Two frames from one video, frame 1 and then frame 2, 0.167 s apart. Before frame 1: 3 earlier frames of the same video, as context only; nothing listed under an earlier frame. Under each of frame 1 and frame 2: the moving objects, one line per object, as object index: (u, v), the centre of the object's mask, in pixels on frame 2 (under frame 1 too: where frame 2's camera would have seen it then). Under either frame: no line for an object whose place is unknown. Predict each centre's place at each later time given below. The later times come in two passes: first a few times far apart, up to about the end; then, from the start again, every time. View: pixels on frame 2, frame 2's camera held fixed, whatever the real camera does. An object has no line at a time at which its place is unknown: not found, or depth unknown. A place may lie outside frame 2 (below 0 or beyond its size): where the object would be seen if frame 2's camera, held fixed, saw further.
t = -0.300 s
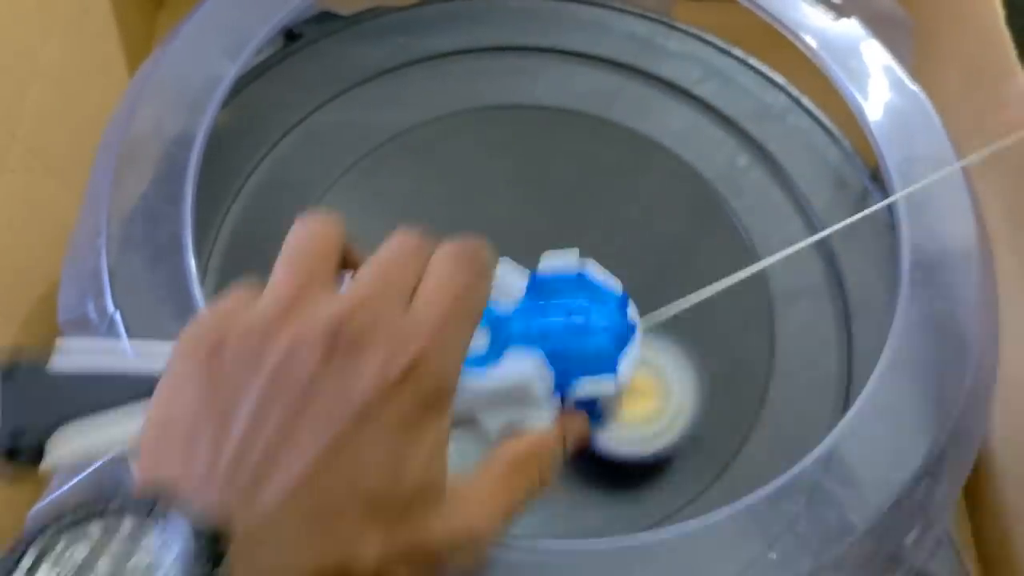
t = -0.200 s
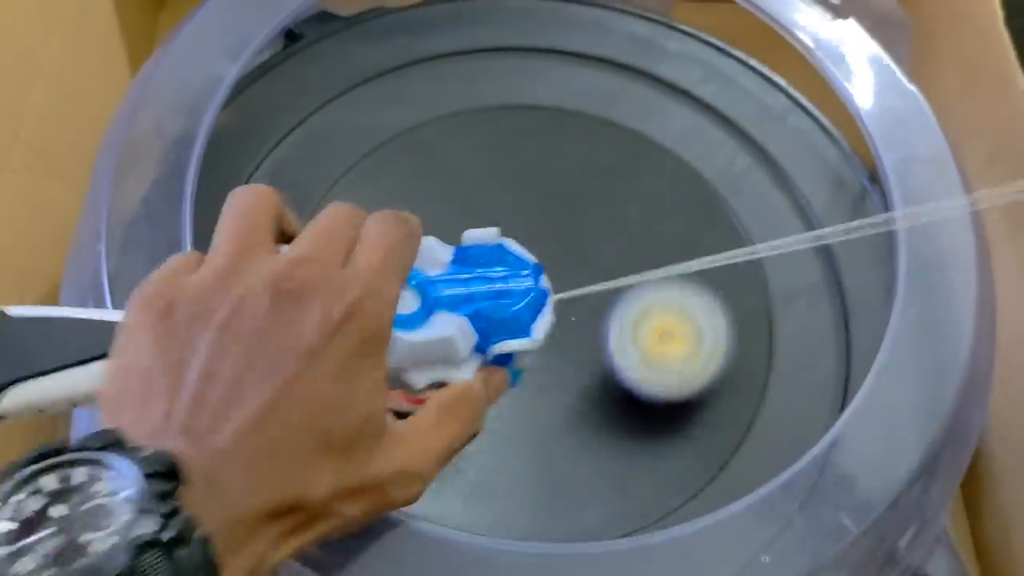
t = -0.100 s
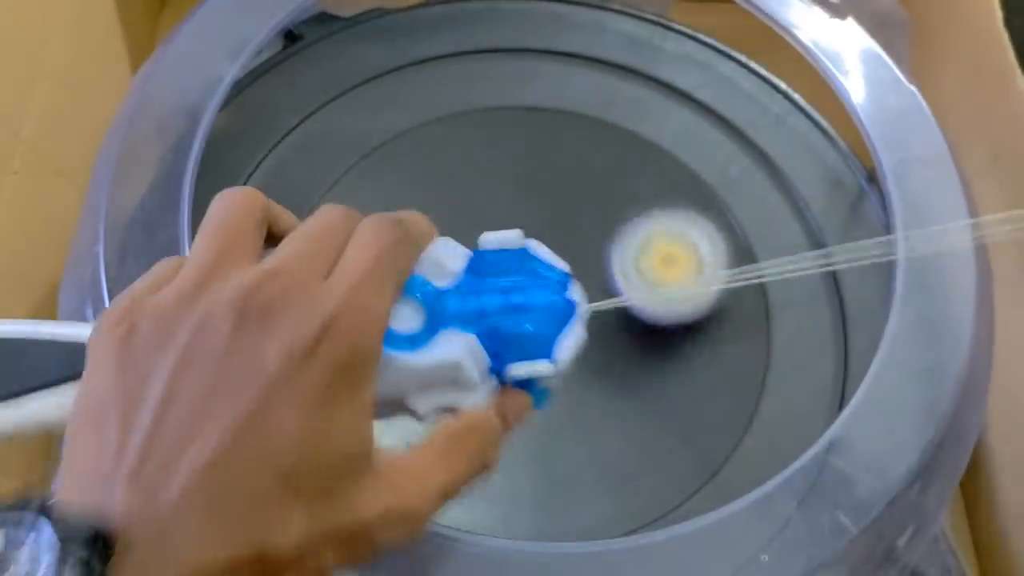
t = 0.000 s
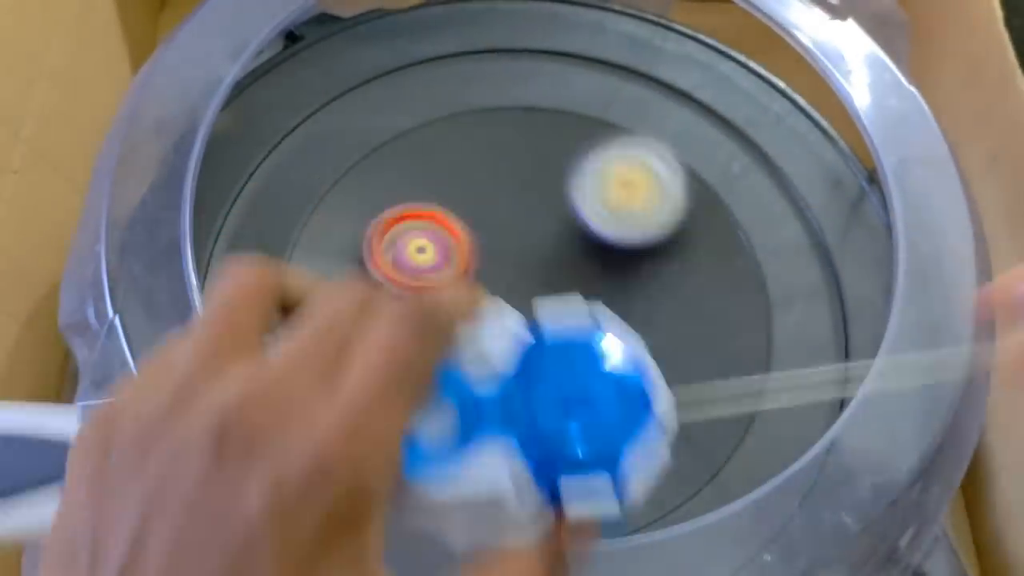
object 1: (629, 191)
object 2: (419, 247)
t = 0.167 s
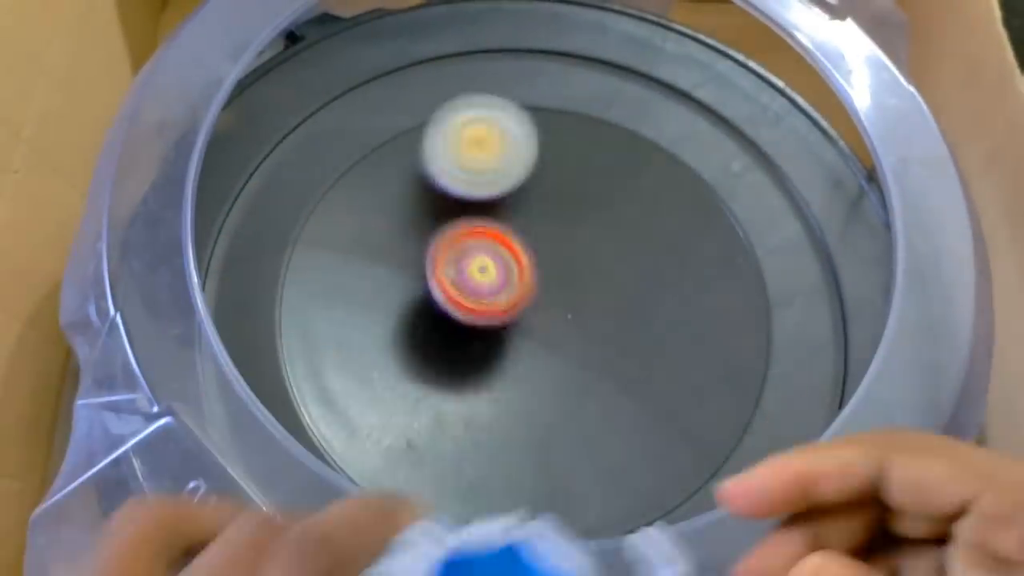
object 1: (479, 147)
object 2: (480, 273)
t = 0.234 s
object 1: (426, 160)
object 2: (494, 317)
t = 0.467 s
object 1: (380, 387)
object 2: (549, 328)
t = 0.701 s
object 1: (683, 536)
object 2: (539, 214)
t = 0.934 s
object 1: (780, 419)
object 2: (452, 269)
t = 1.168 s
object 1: (818, 379)
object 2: (586, 351)
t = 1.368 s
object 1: (815, 352)
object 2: (654, 239)
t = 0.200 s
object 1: (452, 151)
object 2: (487, 299)
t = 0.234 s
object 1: (426, 160)
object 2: (494, 317)
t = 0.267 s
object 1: (402, 178)
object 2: (502, 330)
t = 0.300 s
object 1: (382, 200)
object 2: (510, 340)
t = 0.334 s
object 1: (367, 230)
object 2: (515, 349)
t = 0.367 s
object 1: (359, 263)
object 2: (522, 351)
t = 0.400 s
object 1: (356, 304)
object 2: (531, 347)
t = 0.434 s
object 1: (363, 344)
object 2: (539, 339)
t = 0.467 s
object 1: (380, 387)
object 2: (549, 328)
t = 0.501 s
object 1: (410, 429)
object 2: (559, 311)
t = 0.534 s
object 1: (447, 464)
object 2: (565, 292)
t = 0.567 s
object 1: (489, 494)
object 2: (567, 275)
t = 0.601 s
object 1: (537, 515)
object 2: (565, 256)
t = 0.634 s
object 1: (588, 521)
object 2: (558, 239)
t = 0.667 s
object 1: (639, 530)
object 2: (550, 226)
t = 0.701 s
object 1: (683, 536)
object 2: (539, 214)
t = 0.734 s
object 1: (729, 548)
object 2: (525, 208)
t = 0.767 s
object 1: (754, 541)
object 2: (510, 207)
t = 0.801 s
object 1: (762, 522)
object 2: (495, 211)
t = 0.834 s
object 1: (770, 498)
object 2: (480, 220)
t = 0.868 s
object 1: (760, 447)
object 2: (465, 234)
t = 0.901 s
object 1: (770, 432)
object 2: (455, 251)
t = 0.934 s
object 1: (780, 419)
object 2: (452, 269)
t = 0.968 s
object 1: (788, 408)
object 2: (456, 292)
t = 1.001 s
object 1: (796, 401)
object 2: (469, 313)
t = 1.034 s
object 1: (801, 396)
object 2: (486, 330)
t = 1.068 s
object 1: (807, 393)
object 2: (507, 344)
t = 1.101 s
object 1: (812, 390)
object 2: (532, 353)
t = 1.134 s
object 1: (816, 386)
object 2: (561, 356)
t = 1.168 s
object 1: (818, 379)
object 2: (586, 351)
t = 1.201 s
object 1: (819, 372)
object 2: (613, 341)
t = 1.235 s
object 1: (820, 366)
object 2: (633, 326)
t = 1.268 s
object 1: (820, 362)
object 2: (647, 306)
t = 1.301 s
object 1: (819, 358)
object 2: (655, 285)
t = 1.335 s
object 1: (817, 355)
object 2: (657, 261)
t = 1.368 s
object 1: (815, 352)
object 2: (654, 239)
